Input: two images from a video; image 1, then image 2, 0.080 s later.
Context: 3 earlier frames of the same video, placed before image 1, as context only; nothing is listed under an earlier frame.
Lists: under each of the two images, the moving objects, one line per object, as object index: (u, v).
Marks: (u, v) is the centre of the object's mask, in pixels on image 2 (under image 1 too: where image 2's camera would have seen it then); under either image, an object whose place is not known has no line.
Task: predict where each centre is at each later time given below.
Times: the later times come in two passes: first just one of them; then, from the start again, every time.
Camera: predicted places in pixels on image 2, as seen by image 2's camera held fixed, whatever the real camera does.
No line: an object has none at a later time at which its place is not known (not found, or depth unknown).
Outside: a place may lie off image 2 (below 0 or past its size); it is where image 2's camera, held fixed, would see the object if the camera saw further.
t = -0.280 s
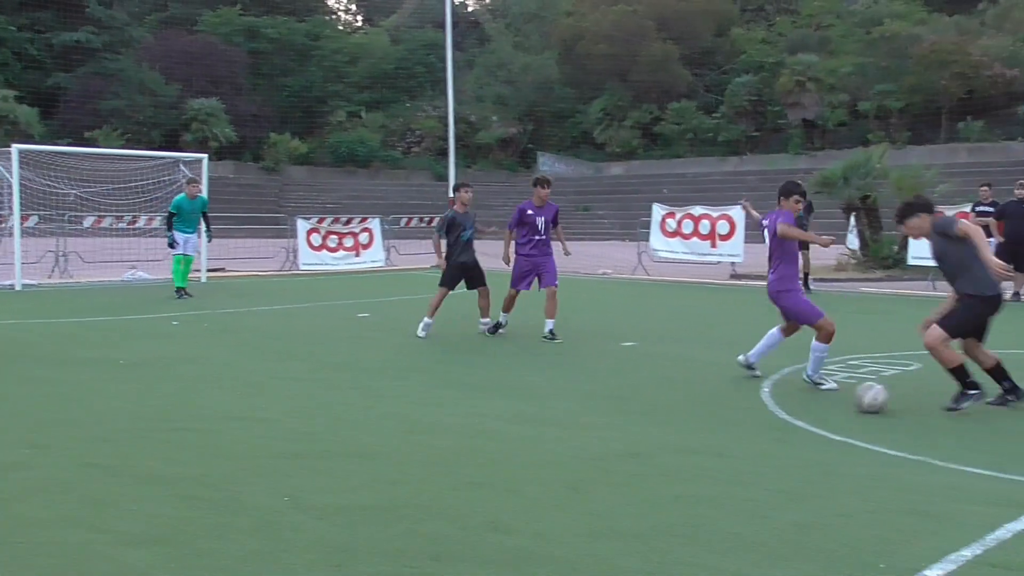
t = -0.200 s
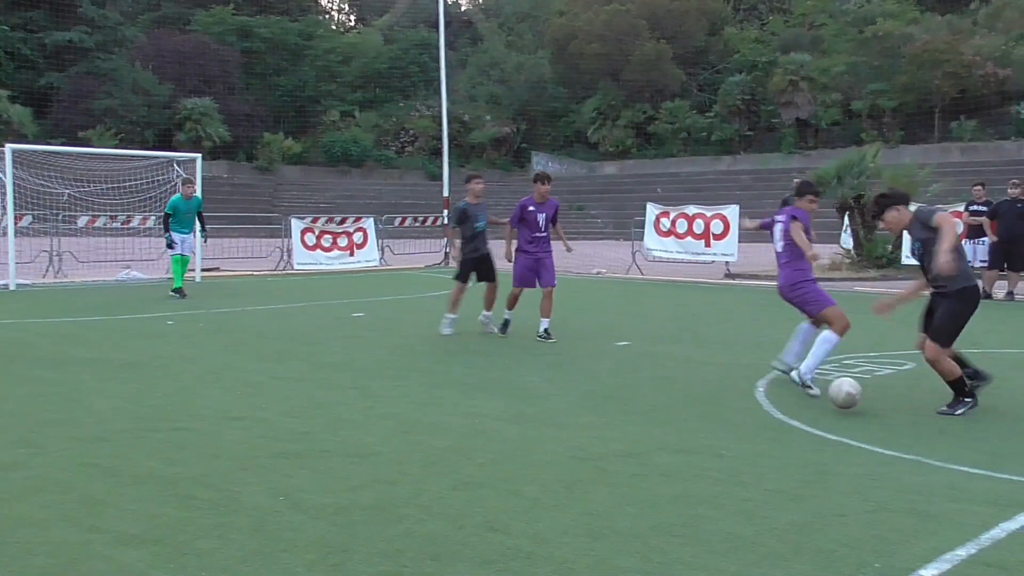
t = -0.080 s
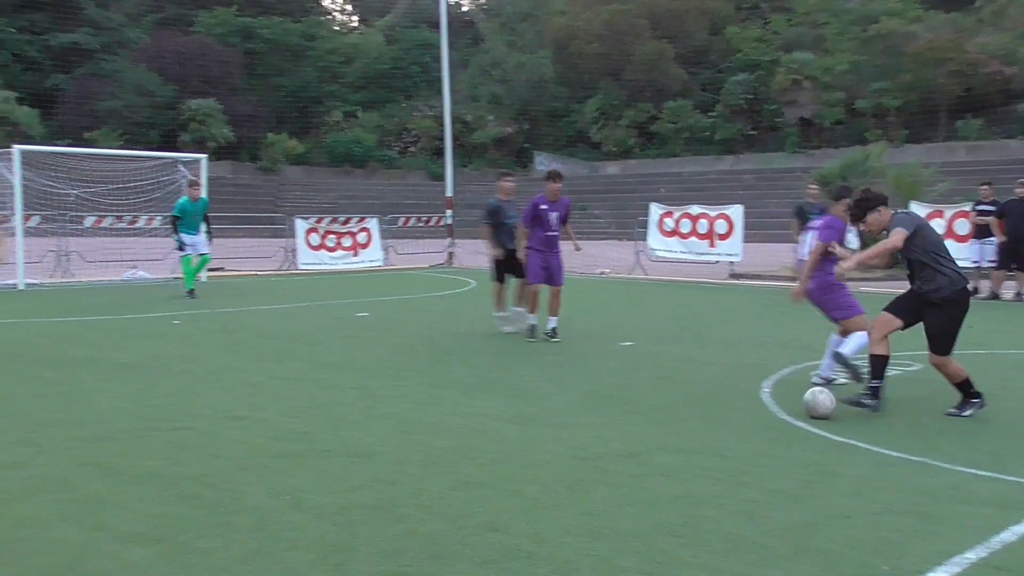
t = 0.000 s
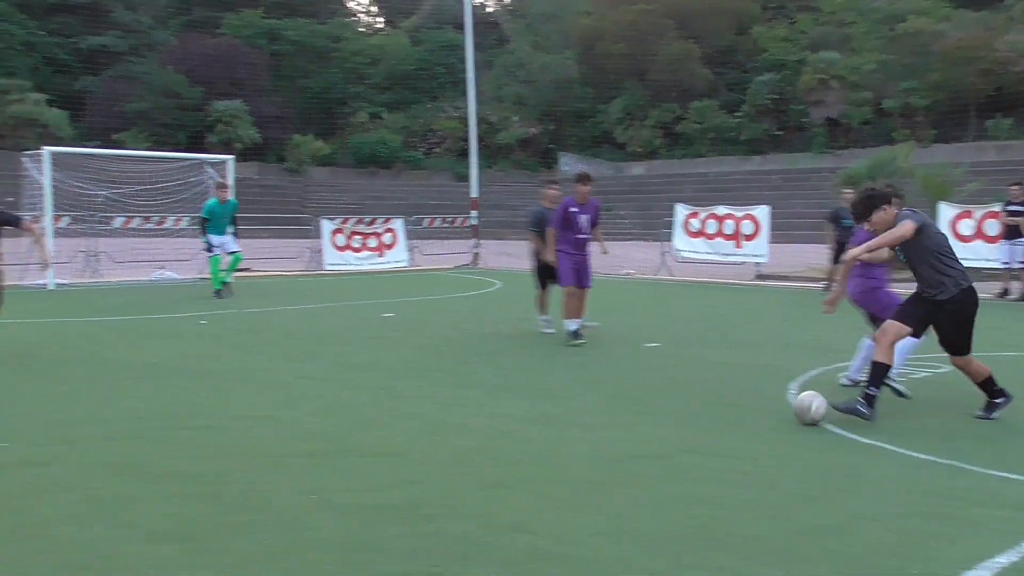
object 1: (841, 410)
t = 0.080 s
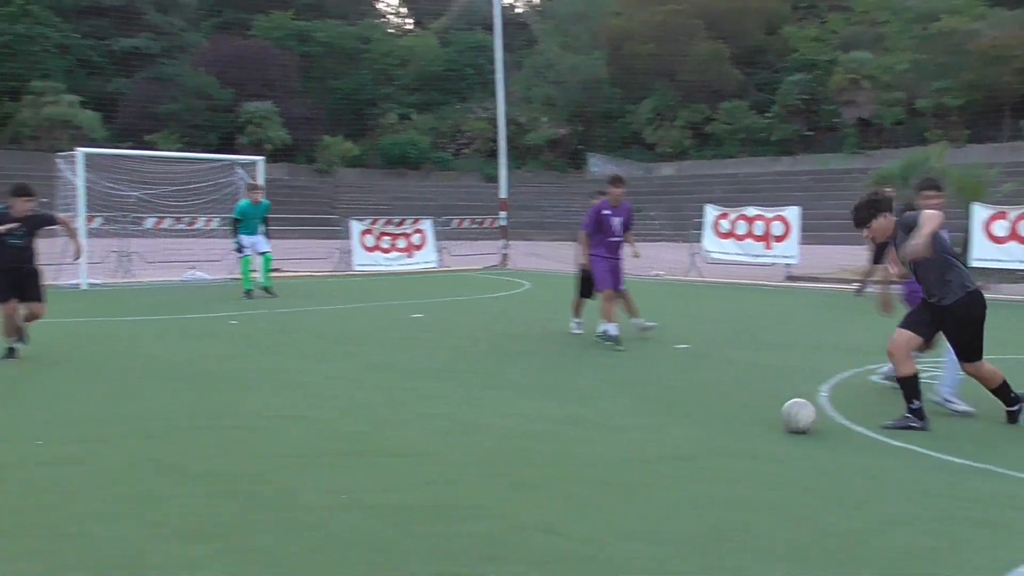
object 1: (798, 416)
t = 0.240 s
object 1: (720, 426)
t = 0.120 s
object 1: (779, 419)
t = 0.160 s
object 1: (760, 421)
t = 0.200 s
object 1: (740, 423)
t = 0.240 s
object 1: (720, 426)
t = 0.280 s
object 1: (699, 429)
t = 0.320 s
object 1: (679, 431)
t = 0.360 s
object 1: (656, 433)
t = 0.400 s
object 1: (634, 437)
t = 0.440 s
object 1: (612, 440)
